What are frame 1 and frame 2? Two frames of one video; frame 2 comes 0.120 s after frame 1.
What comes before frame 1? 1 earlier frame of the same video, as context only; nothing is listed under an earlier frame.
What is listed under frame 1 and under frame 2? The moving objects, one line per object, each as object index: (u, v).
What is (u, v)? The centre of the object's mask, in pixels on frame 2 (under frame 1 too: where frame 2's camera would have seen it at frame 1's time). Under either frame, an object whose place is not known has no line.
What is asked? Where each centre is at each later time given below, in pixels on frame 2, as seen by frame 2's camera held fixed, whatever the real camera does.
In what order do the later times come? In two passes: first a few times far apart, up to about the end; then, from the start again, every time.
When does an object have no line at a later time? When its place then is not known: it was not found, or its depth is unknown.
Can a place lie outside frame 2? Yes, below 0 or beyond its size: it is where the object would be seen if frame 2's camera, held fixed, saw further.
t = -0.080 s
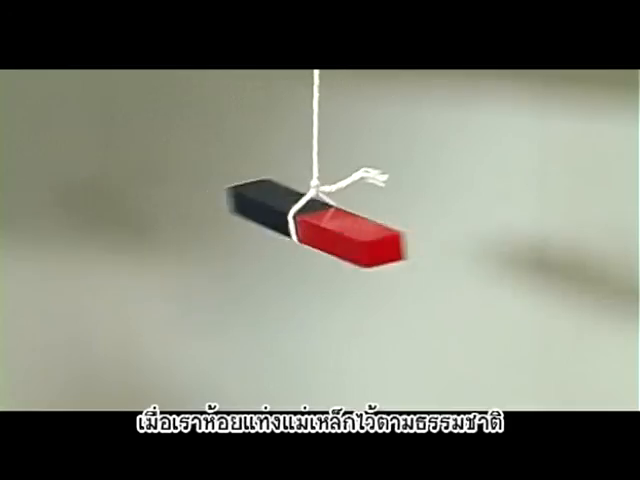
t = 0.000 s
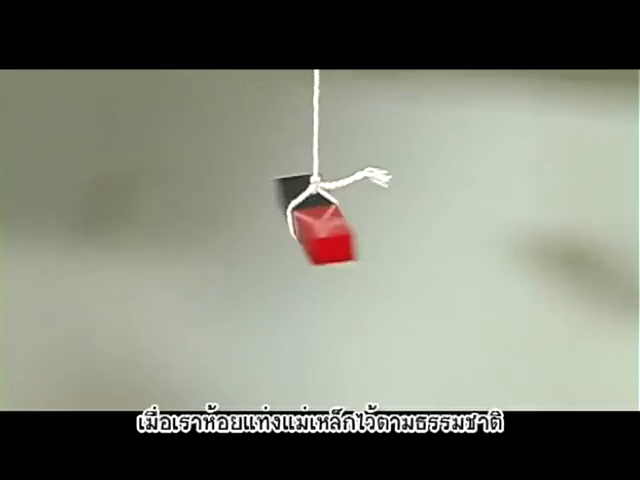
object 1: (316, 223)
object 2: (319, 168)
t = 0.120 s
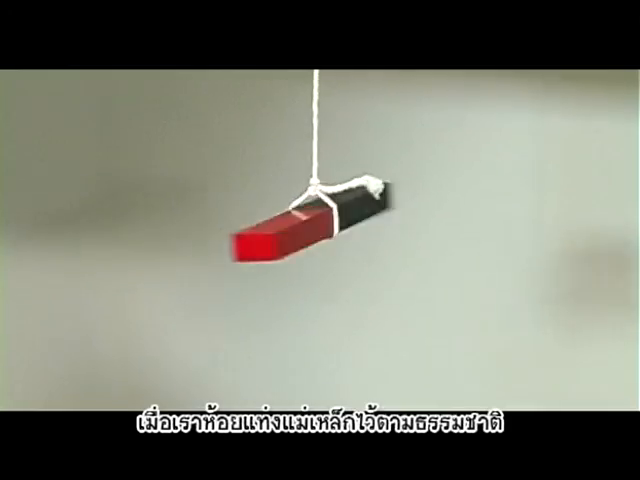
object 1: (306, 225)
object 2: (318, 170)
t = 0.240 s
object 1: (313, 224)
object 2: (321, 171)
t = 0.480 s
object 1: (321, 226)
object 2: (319, 169)
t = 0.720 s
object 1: (338, 238)
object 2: (329, 177)
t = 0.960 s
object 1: (332, 231)
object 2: (332, 176)
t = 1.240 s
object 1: (333, 239)
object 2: (335, 171)
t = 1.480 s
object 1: (338, 241)
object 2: (339, 177)
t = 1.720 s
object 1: (341, 246)
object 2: (343, 183)
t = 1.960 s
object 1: (341, 244)
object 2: (350, 185)
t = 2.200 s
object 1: (354, 241)
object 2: (352, 172)
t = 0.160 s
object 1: (309, 225)
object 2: (319, 171)
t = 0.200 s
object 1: (312, 225)
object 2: (321, 173)
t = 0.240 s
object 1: (313, 224)
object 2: (321, 171)
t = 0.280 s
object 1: (313, 224)
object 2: (320, 172)
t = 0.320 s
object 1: (314, 225)
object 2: (320, 171)
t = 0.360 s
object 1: (317, 226)
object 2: (322, 169)
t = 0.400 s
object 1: (324, 225)
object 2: (321, 165)
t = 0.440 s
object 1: (323, 225)
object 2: (320, 166)
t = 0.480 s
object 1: (321, 226)
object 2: (319, 169)
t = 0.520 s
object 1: (324, 229)
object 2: (321, 172)
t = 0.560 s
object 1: (327, 231)
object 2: (323, 173)
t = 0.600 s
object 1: (329, 234)
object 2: (323, 175)
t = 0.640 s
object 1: (333, 235)
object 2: (325, 176)
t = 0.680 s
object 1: (335, 236)
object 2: (327, 177)
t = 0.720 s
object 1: (338, 238)
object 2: (329, 177)
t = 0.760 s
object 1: (348, 248)
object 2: (330, 174)
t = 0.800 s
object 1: (341, 239)
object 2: (330, 173)
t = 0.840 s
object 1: (337, 251)
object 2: (330, 172)
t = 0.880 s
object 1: (332, 235)
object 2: (331, 169)
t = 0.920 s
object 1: (332, 231)
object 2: (332, 171)
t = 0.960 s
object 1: (332, 231)
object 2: (332, 176)
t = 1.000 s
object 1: (330, 232)
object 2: (333, 172)
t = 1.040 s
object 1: (330, 233)
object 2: (332, 172)
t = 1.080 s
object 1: (330, 234)
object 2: (333, 173)
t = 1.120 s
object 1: (331, 235)
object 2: (333, 173)
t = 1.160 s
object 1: (331, 237)
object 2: (333, 173)
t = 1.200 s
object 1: (332, 238)
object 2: (334, 174)
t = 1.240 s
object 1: (333, 239)
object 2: (335, 171)
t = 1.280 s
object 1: (331, 239)
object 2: (336, 170)
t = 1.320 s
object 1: (336, 239)
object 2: (336, 171)
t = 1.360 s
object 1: (335, 239)
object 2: (336, 175)
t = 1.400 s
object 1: (336, 240)
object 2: (338, 176)
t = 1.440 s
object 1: (337, 240)
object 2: (339, 177)
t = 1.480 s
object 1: (338, 241)
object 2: (339, 177)
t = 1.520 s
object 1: (338, 241)
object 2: (339, 178)
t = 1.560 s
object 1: (339, 242)
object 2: (338, 178)
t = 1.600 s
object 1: (339, 242)
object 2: (339, 181)
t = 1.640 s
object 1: (340, 243)
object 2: (340, 182)
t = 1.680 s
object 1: (340, 243)
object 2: (342, 178)
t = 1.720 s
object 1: (341, 246)
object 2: (343, 183)
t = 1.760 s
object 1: (338, 254)
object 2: (345, 182)
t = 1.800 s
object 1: (335, 249)
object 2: (346, 183)
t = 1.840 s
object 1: (334, 247)
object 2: (347, 184)
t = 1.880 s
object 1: (336, 245)
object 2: (347, 186)
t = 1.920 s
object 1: (339, 244)
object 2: (348, 185)
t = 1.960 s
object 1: (341, 244)
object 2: (350, 185)
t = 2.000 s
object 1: (342, 243)
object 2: (351, 183)
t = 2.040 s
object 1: (344, 243)
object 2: (352, 186)
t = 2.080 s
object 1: (345, 242)
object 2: (351, 183)
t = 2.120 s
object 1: (348, 242)
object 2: (352, 181)
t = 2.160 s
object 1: (348, 242)
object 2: (353, 175)
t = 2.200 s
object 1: (354, 241)
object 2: (352, 172)
